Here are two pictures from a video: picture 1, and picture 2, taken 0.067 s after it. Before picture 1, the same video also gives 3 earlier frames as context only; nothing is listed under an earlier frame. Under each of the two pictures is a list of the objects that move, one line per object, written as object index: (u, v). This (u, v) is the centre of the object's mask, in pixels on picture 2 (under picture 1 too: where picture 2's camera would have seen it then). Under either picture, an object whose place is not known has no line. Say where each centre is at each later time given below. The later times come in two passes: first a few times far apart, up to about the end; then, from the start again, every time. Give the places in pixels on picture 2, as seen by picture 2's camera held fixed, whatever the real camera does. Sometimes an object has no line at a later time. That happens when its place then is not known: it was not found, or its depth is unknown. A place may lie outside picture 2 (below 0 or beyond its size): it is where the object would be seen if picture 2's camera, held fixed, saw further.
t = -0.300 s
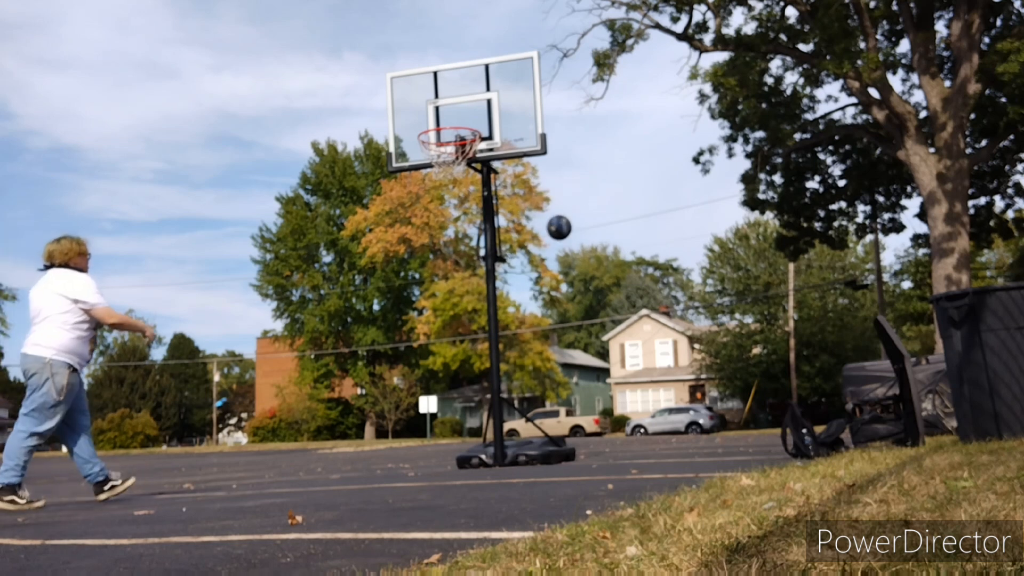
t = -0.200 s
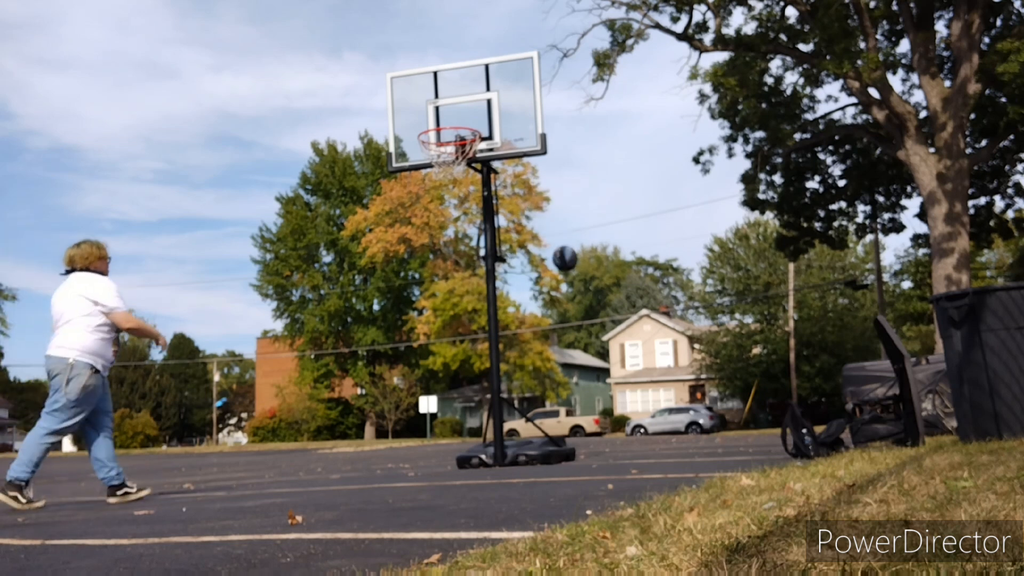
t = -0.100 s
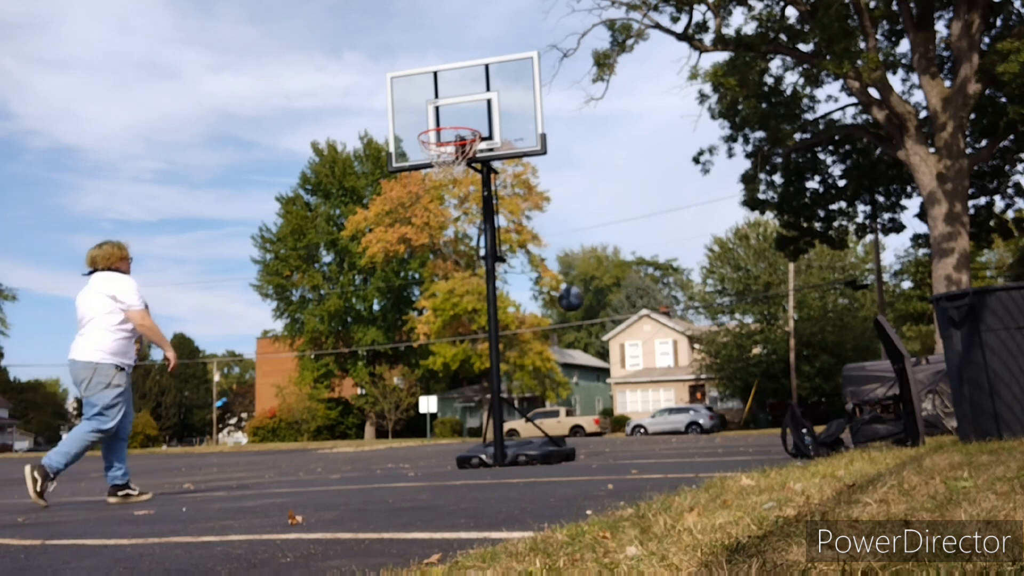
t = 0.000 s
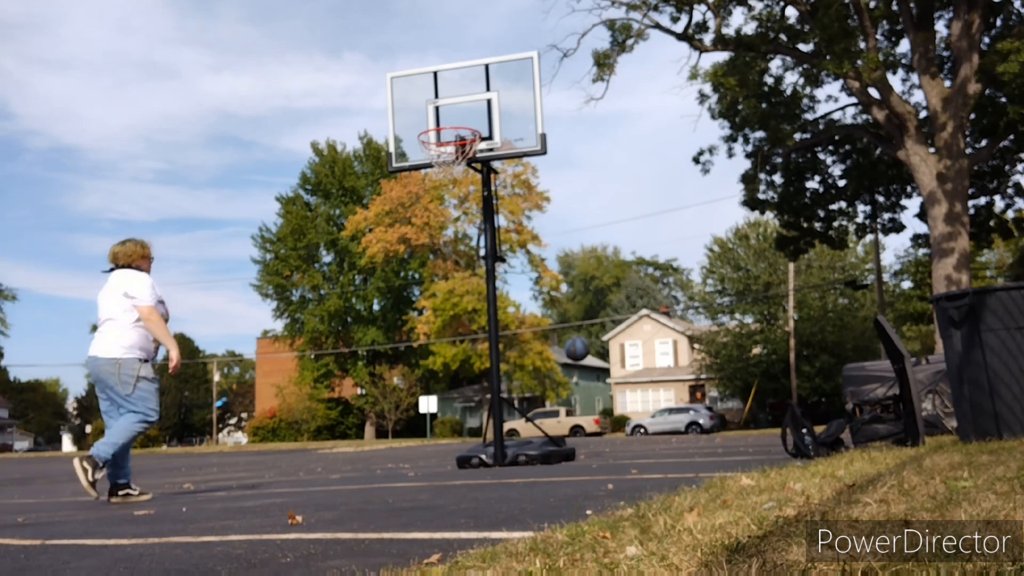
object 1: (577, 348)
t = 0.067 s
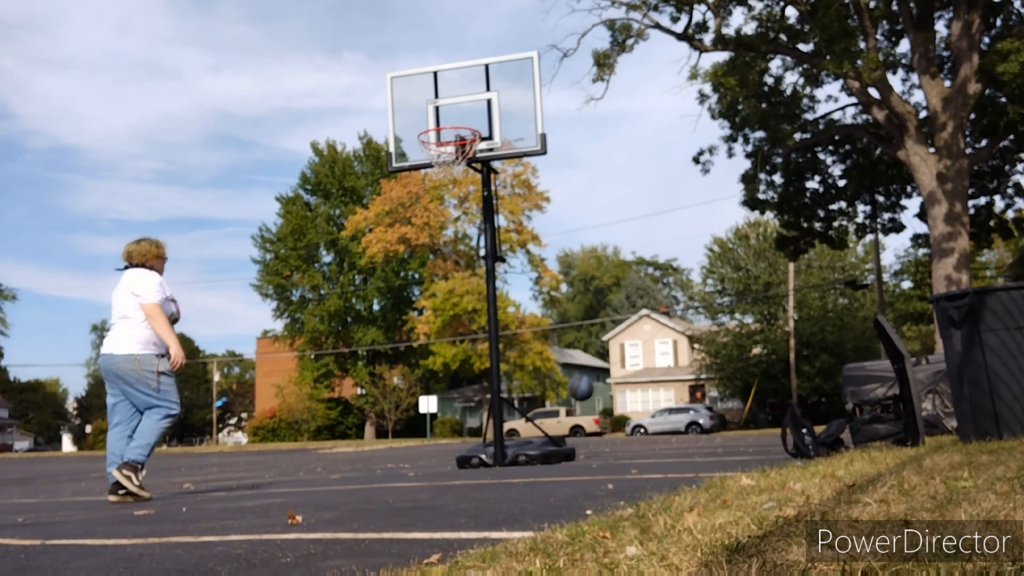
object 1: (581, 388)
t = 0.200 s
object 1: (595, 430)
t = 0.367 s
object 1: (621, 369)
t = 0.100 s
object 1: (585, 409)
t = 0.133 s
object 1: (585, 432)
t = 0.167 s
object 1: (590, 447)
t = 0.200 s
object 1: (595, 430)
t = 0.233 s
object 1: (601, 416)
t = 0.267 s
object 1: (605, 402)
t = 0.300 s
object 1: (610, 390)
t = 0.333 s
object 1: (615, 379)
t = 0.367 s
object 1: (621, 369)
